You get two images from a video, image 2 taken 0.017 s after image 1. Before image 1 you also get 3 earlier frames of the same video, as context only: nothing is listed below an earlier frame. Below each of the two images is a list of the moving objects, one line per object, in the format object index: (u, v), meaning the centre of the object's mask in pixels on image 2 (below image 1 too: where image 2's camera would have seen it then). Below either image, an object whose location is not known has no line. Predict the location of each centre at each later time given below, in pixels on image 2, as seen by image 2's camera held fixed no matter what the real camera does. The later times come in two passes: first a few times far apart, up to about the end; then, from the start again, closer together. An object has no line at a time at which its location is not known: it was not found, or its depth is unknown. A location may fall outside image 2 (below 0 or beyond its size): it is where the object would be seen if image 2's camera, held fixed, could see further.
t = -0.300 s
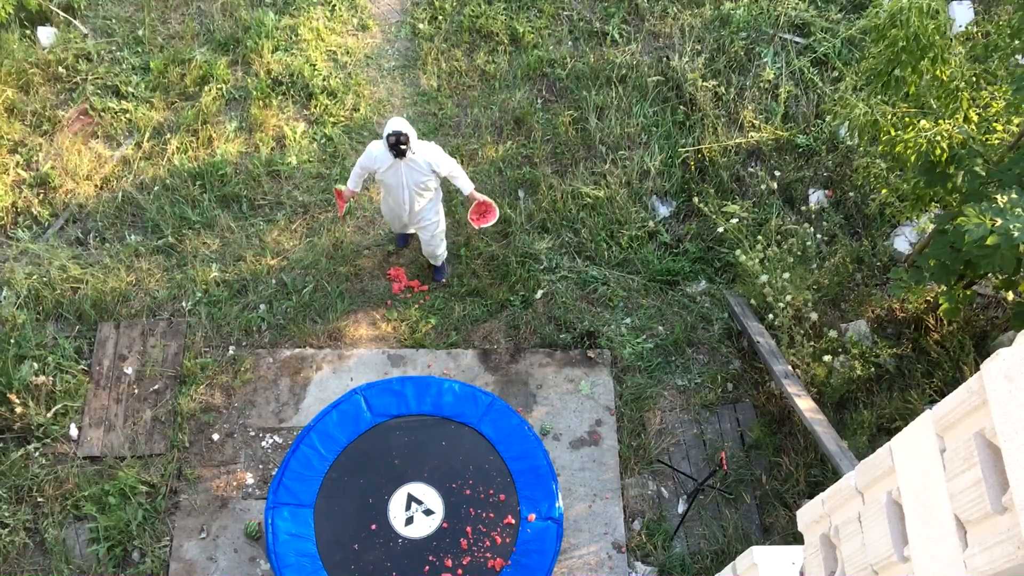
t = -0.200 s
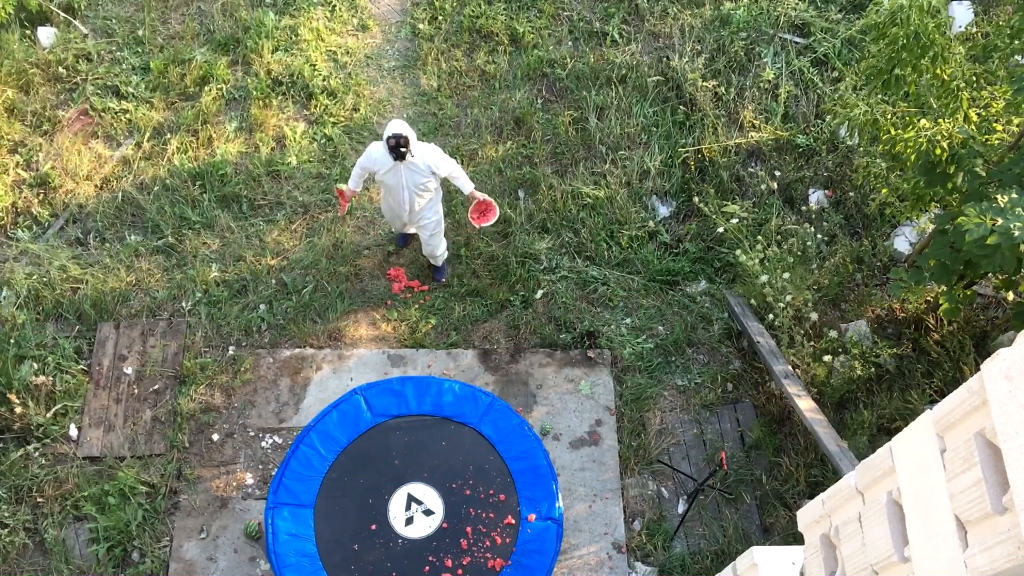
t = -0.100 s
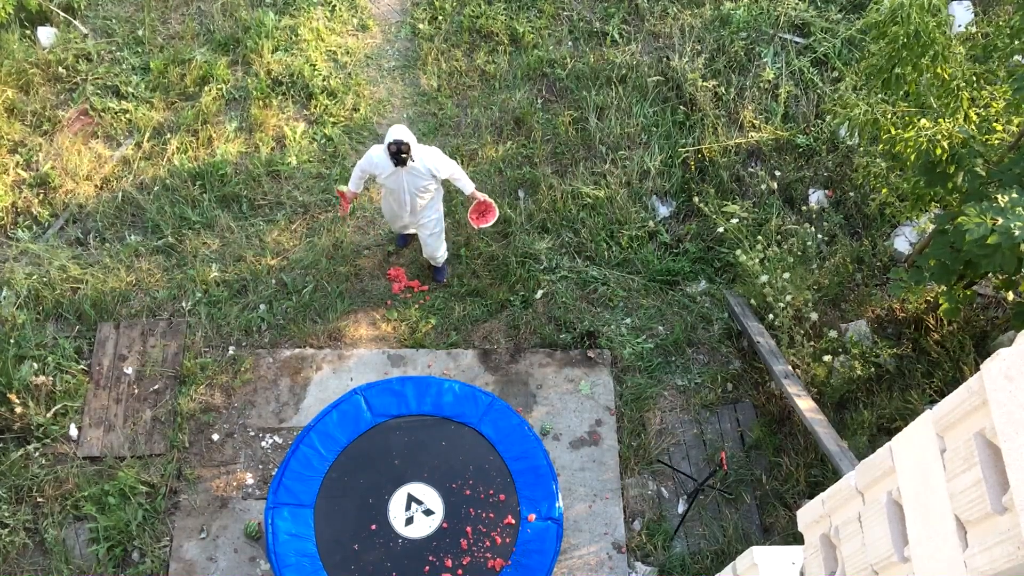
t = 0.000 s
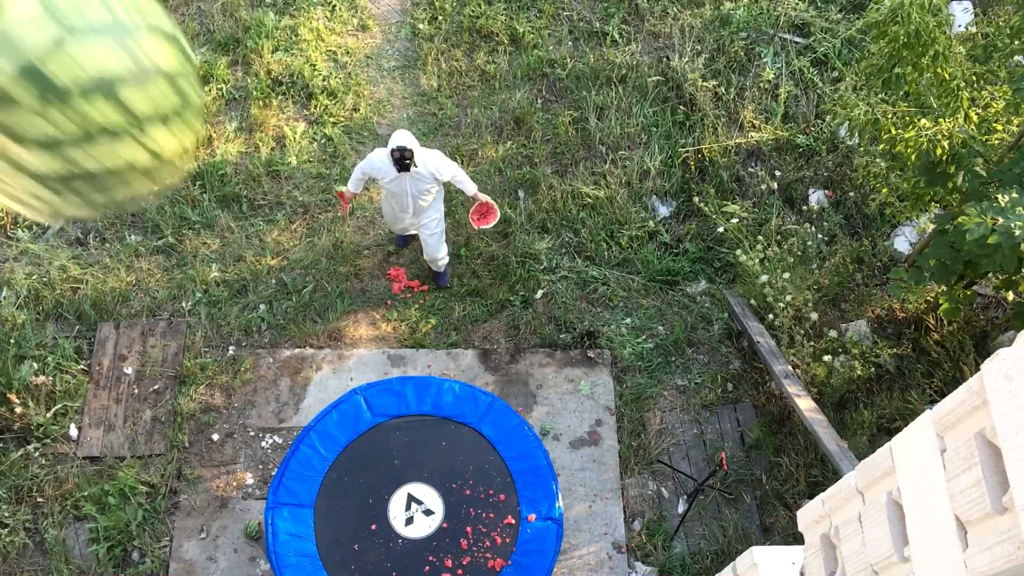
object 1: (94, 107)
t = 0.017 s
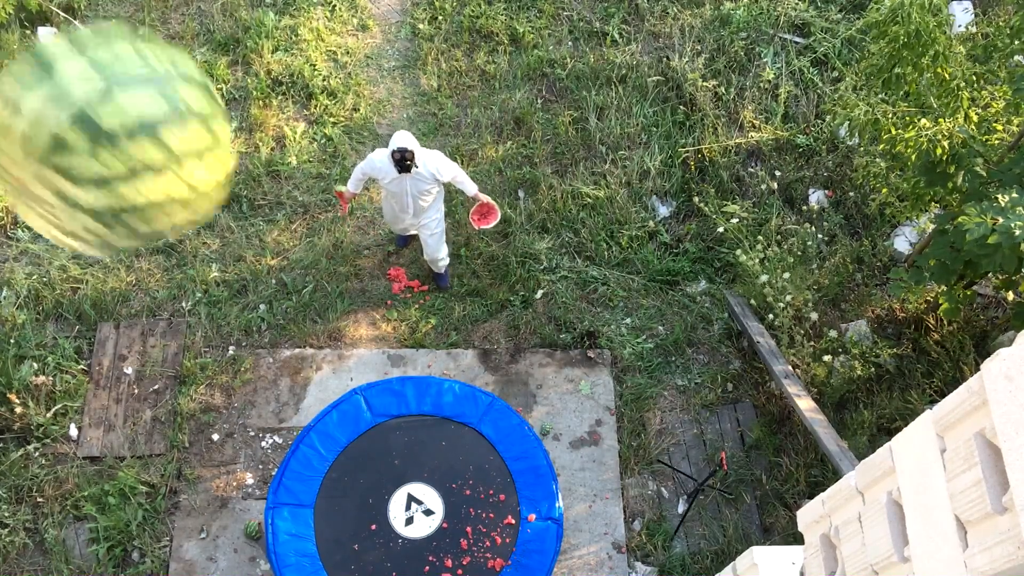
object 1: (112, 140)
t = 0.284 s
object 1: (349, 424)
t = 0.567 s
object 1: (403, 513)
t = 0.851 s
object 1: (361, 419)
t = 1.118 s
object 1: (257, 221)
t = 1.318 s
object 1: (134, 28)
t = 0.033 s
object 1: (145, 178)
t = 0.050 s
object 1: (176, 211)
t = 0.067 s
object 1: (200, 240)
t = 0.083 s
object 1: (221, 264)
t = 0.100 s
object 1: (240, 285)
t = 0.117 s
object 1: (257, 304)
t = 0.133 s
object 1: (271, 321)
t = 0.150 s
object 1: (283, 337)
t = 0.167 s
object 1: (294, 350)
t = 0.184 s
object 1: (304, 363)
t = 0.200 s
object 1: (314, 375)
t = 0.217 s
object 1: (322, 386)
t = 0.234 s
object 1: (329, 397)
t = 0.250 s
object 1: (337, 407)
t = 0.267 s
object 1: (344, 416)
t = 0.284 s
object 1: (349, 424)
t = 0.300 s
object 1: (354, 432)
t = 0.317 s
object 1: (359, 439)
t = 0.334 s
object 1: (364, 446)
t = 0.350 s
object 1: (368, 452)
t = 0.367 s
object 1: (371, 458)
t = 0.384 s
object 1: (375, 464)
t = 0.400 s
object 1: (379, 469)
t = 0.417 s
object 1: (381, 474)
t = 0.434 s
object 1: (384, 479)
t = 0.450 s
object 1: (387, 483)
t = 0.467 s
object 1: (390, 489)
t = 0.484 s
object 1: (392, 492)
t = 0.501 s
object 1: (394, 498)
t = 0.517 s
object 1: (397, 502)
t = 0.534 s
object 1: (399, 506)
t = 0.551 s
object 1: (401, 509)
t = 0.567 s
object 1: (403, 513)
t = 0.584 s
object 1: (405, 518)
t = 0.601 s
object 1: (407, 521)
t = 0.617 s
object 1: (407, 523)
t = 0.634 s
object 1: (406, 520)
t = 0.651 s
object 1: (403, 515)
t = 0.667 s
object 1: (400, 509)
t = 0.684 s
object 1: (397, 502)
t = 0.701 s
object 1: (394, 494)
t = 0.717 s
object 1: (391, 486)
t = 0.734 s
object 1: (387, 479)
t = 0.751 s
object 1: (384, 471)
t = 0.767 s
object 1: (381, 463)
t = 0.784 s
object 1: (377, 455)
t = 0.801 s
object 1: (374, 447)
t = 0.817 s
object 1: (369, 437)
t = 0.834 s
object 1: (365, 429)
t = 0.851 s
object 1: (361, 419)
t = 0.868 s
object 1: (356, 409)
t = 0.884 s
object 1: (351, 398)
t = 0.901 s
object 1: (345, 388)
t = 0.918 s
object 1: (339, 376)
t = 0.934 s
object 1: (334, 366)
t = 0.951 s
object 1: (328, 353)
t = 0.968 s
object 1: (323, 342)
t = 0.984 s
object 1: (316, 328)
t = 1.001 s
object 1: (310, 318)
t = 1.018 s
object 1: (303, 305)
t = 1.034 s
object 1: (296, 292)
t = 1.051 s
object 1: (289, 278)
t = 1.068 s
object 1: (282, 265)
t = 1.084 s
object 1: (273, 249)
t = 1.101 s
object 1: (265, 234)
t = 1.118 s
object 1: (257, 221)
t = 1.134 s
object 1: (248, 205)
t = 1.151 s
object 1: (239, 188)
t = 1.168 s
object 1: (230, 173)
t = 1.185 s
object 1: (220, 156)
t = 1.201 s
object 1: (210, 138)
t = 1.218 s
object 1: (199, 120)
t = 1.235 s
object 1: (188, 102)
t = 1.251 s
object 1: (179, 85)
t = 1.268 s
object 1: (167, 67)
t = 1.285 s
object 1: (155, 49)
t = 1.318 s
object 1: (134, 28)
